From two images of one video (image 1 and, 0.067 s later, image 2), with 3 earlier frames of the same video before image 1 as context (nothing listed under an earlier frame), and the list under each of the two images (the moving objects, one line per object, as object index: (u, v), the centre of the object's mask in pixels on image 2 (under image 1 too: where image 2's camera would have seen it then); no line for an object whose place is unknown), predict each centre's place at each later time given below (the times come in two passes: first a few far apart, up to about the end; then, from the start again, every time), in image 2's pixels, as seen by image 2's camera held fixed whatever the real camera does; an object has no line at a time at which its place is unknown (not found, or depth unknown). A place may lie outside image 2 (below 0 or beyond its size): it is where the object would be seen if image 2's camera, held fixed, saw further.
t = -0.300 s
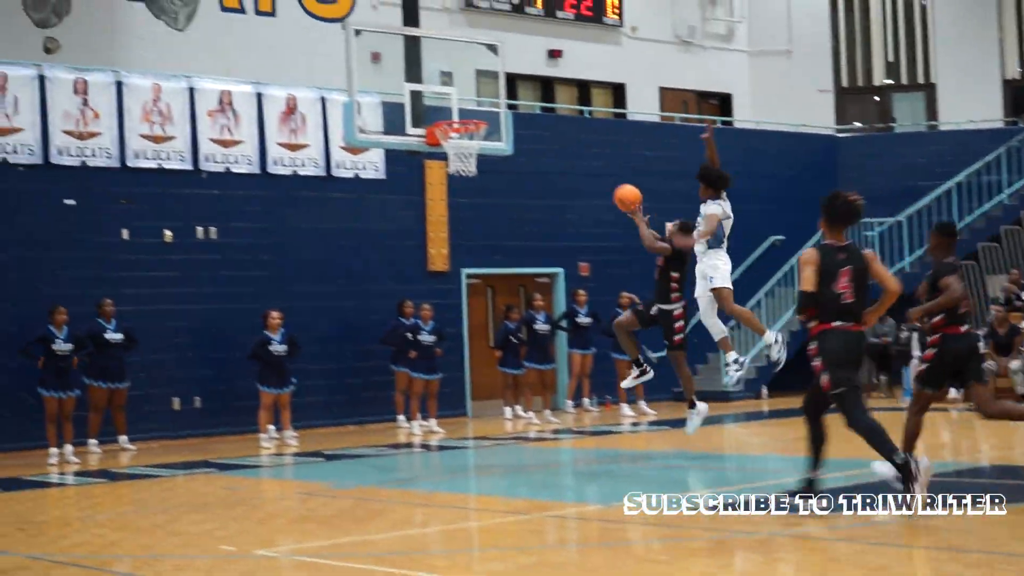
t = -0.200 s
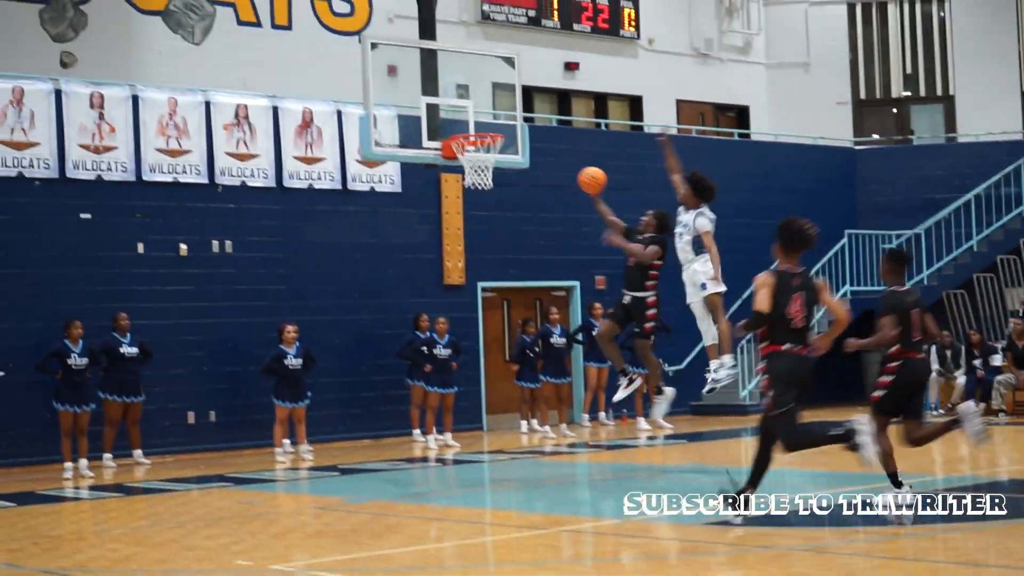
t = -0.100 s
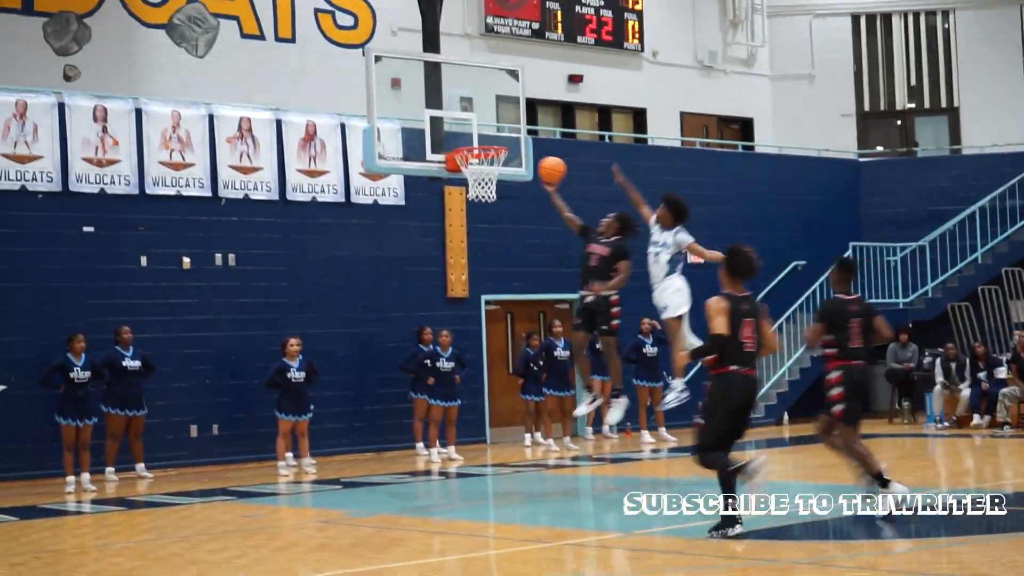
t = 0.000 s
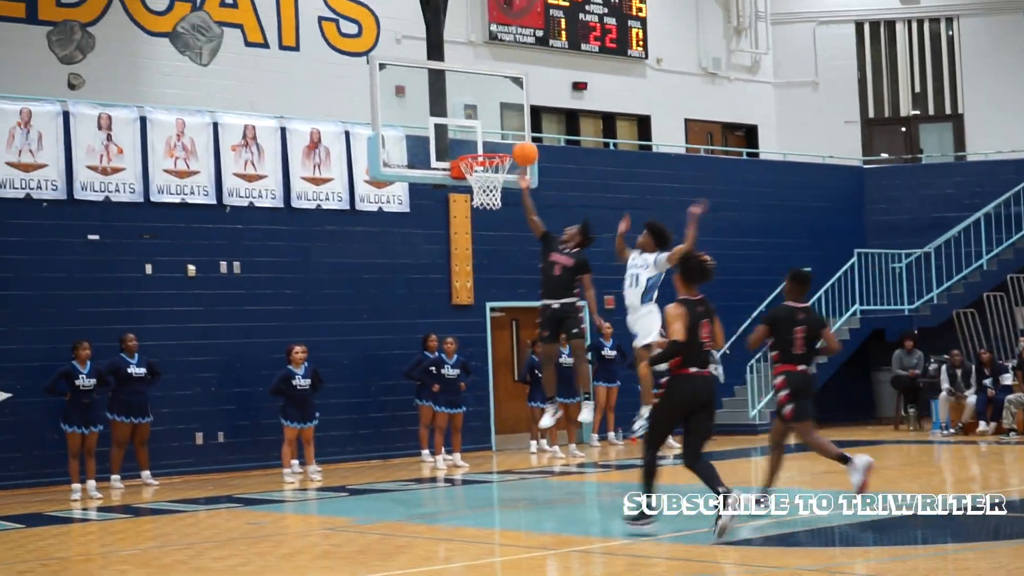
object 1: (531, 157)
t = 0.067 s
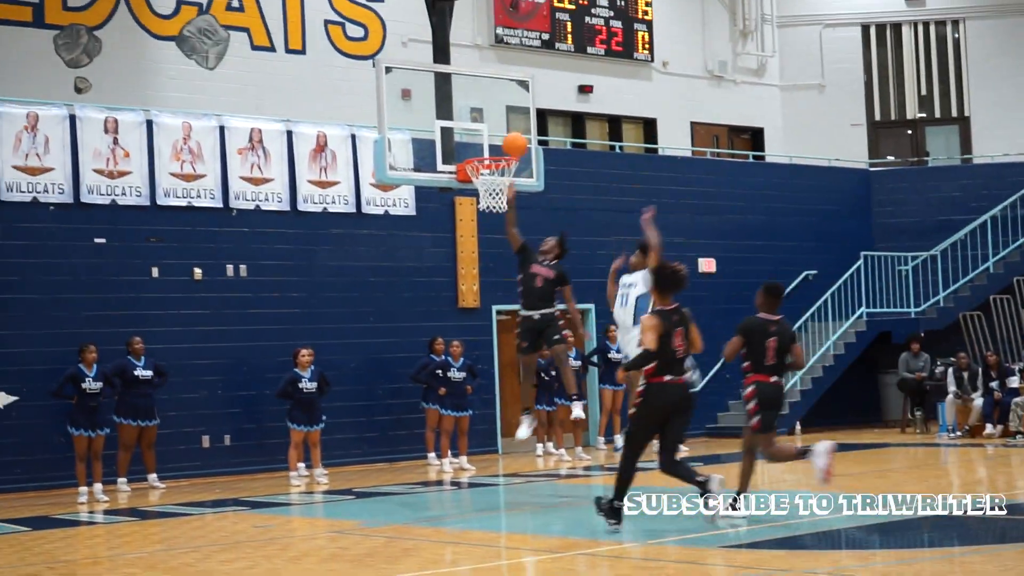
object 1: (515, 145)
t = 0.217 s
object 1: (511, 129)
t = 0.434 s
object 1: (514, 146)
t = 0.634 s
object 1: (497, 147)
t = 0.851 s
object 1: (481, 173)
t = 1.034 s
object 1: (480, 189)
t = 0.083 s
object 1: (511, 143)
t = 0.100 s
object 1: (509, 140)
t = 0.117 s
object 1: (510, 138)
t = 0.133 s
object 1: (510, 136)
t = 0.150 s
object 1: (510, 134)
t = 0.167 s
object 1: (510, 132)
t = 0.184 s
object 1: (510, 130)
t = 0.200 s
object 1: (510, 130)
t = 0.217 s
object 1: (511, 129)
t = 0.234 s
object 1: (511, 129)
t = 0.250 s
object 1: (511, 129)
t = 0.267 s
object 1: (511, 129)
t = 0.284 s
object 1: (511, 129)
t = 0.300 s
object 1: (512, 129)
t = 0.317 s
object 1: (512, 131)
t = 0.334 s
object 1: (512, 132)
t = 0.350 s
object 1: (513, 134)
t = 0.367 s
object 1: (513, 135)
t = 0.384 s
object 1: (513, 138)
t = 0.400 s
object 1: (513, 140)
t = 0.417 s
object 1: (514, 143)
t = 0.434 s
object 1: (514, 146)
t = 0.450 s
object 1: (513, 146)
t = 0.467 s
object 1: (512, 145)
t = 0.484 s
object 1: (510, 144)
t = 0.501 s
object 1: (508, 144)
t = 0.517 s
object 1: (507, 143)
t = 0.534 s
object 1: (506, 143)
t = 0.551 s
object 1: (504, 144)
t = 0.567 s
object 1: (503, 144)
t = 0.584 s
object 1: (501, 145)
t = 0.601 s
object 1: (500, 146)
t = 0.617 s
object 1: (498, 147)
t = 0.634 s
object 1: (497, 147)
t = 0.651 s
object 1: (495, 149)
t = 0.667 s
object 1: (494, 149)
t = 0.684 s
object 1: (492, 149)
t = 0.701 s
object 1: (492, 149)
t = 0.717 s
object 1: (490, 153)
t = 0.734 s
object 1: (489, 154)
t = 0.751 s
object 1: (488, 156)
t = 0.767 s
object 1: (486, 158)
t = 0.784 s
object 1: (483, 162)
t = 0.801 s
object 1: (482, 164)
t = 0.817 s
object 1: (483, 167)
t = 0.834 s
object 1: (482, 170)
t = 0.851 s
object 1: (481, 173)
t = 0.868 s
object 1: (480, 174)
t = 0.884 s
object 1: (480, 178)
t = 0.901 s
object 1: (478, 178)
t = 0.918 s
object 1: (477, 179)
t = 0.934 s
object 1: (477, 181)
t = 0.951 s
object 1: (477, 182)
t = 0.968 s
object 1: (477, 183)
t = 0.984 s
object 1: (477, 185)
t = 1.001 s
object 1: (478, 186)
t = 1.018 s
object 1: (479, 188)
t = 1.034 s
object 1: (480, 189)
